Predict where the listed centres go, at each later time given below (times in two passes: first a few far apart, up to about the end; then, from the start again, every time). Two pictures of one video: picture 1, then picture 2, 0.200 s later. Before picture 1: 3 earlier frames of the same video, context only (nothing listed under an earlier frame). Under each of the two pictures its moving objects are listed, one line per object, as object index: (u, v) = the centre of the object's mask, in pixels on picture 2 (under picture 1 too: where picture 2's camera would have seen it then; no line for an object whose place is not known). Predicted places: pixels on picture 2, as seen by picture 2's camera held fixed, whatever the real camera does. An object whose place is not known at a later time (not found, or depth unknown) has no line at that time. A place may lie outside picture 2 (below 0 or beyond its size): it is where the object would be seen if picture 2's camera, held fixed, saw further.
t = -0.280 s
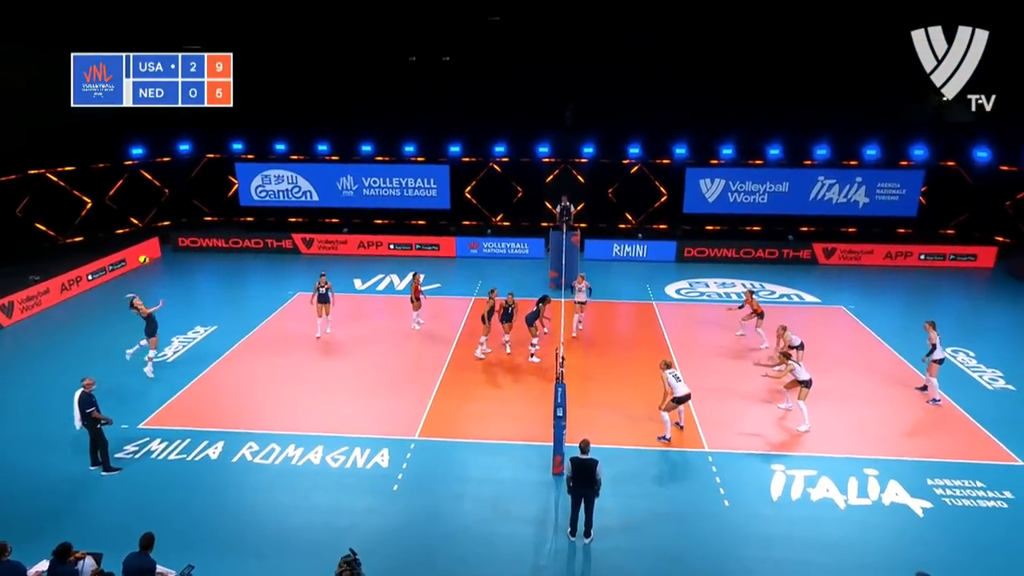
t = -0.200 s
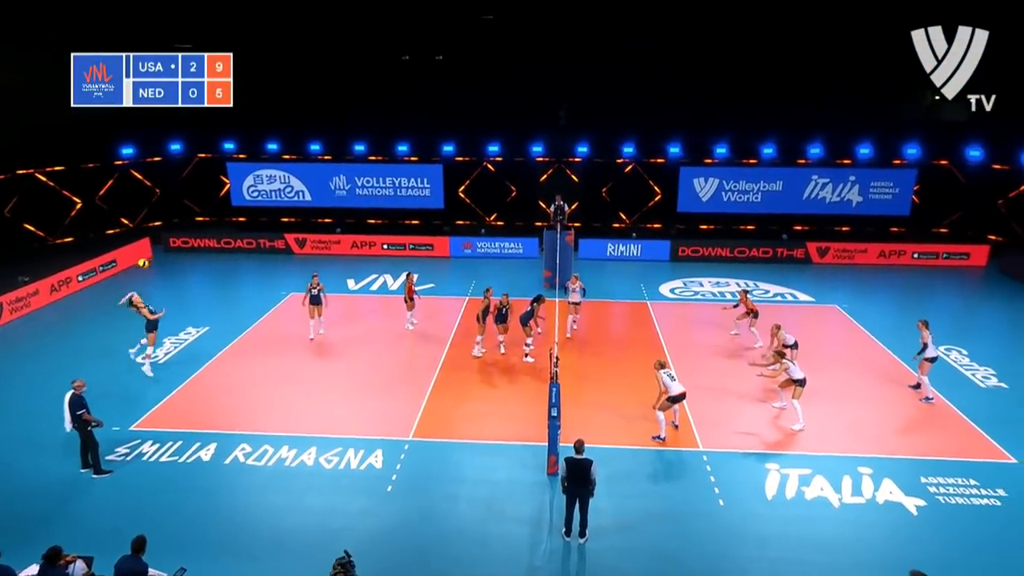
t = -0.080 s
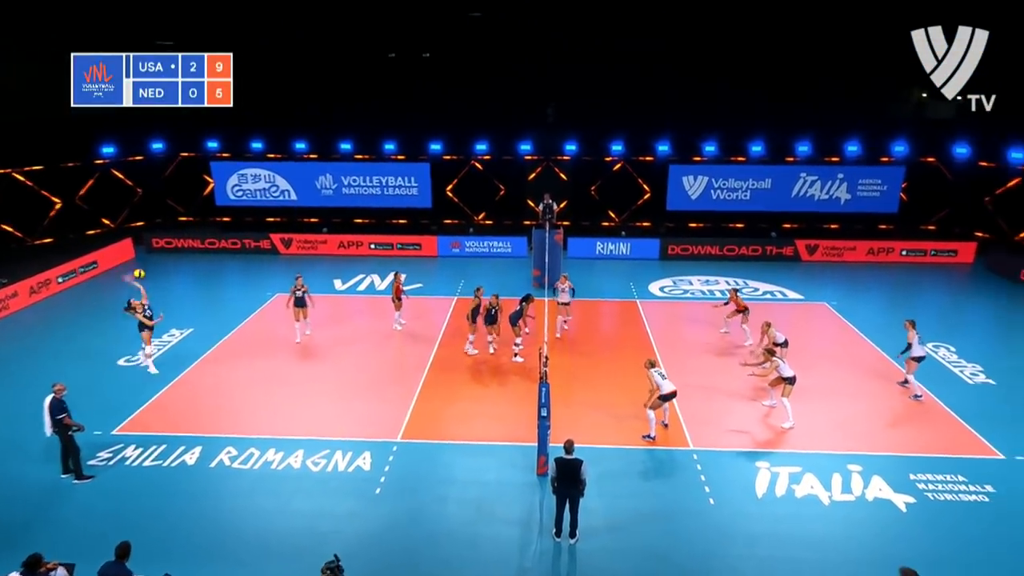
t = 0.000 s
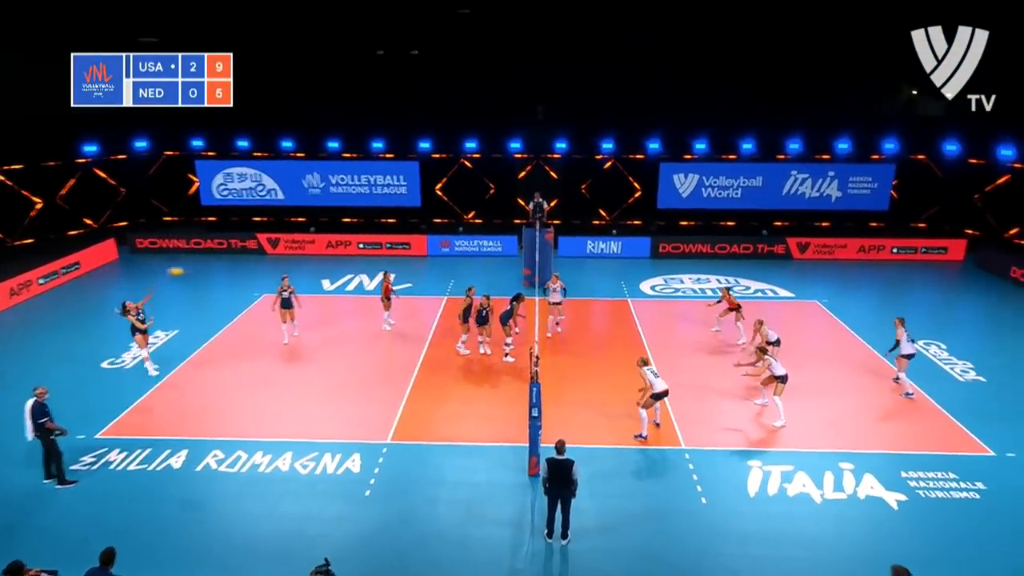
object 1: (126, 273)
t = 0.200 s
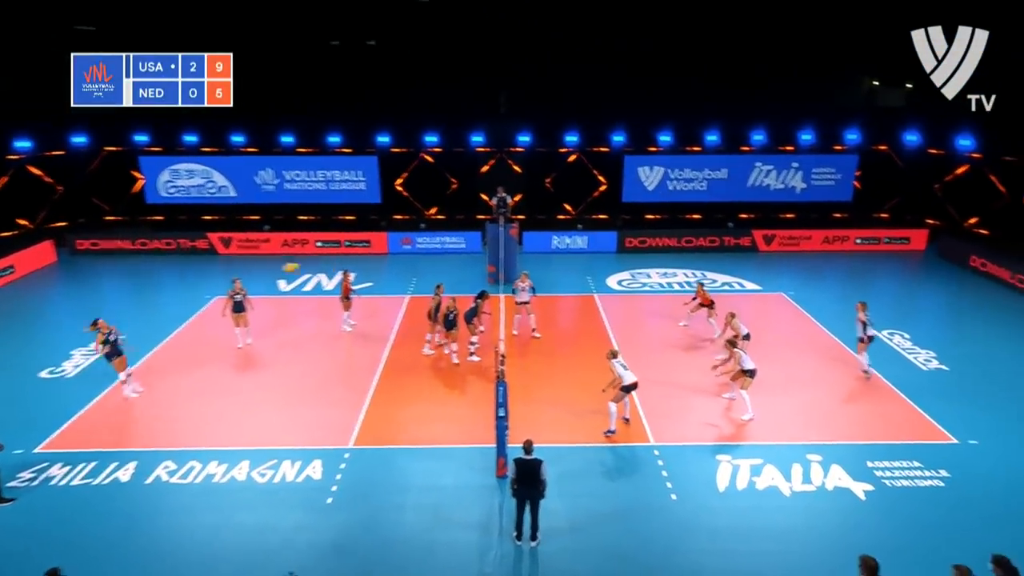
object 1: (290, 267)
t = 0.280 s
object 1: (358, 272)
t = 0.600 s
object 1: (620, 315)
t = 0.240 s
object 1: (324, 268)
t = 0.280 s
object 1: (358, 272)
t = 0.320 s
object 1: (390, 275)
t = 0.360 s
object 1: (424, 279)
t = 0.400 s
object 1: (456, 284)
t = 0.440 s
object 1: (489, 288)
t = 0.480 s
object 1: (521, 293)
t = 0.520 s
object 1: (554, 300)
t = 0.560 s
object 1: (586, 307)
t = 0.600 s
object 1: (620, 315)
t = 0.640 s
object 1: (650, 324)
